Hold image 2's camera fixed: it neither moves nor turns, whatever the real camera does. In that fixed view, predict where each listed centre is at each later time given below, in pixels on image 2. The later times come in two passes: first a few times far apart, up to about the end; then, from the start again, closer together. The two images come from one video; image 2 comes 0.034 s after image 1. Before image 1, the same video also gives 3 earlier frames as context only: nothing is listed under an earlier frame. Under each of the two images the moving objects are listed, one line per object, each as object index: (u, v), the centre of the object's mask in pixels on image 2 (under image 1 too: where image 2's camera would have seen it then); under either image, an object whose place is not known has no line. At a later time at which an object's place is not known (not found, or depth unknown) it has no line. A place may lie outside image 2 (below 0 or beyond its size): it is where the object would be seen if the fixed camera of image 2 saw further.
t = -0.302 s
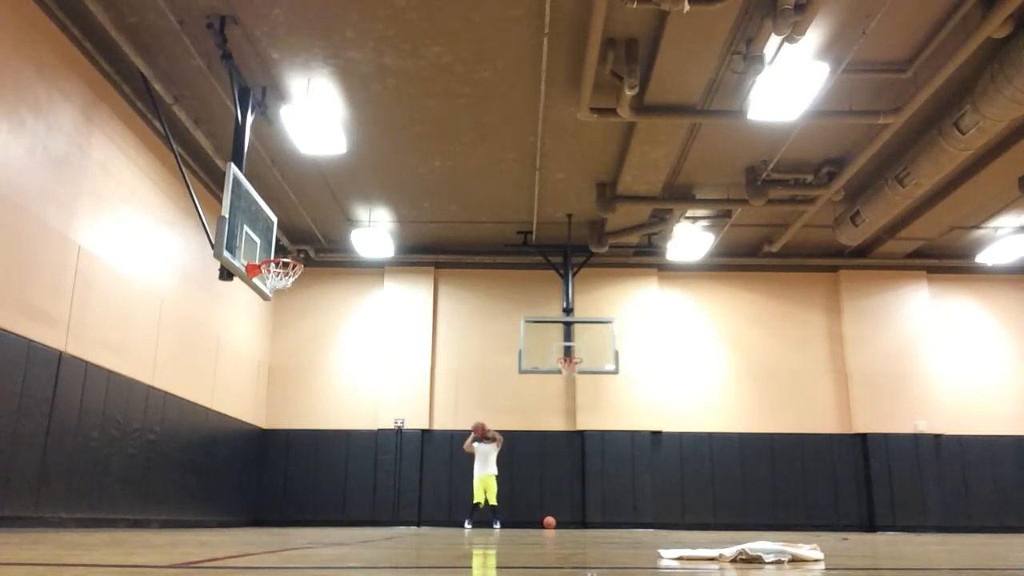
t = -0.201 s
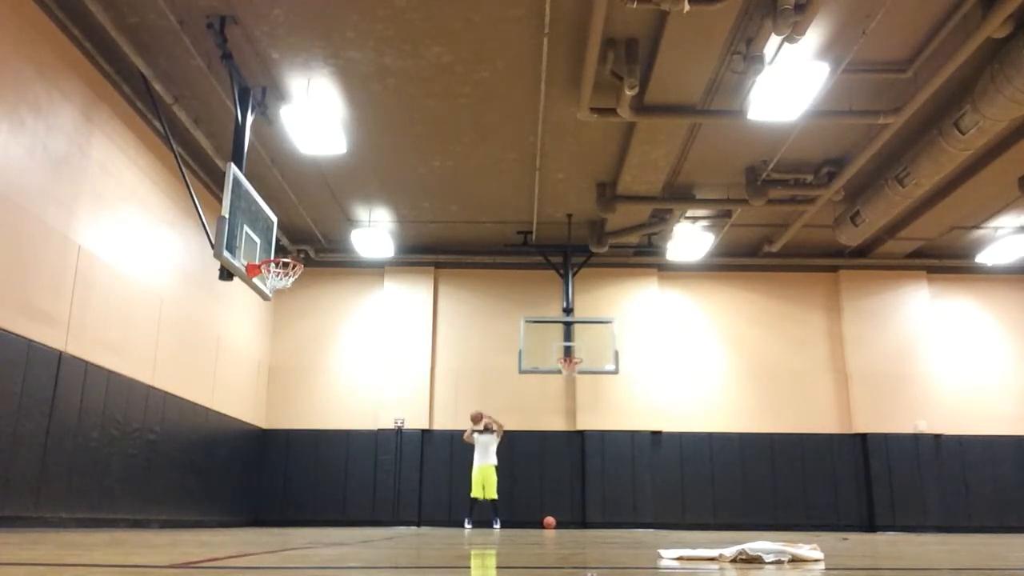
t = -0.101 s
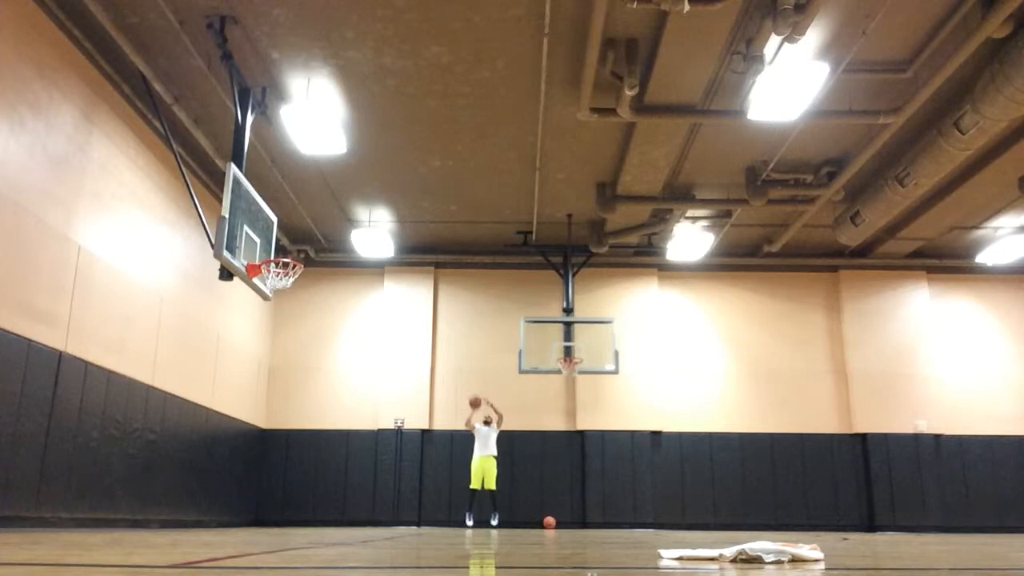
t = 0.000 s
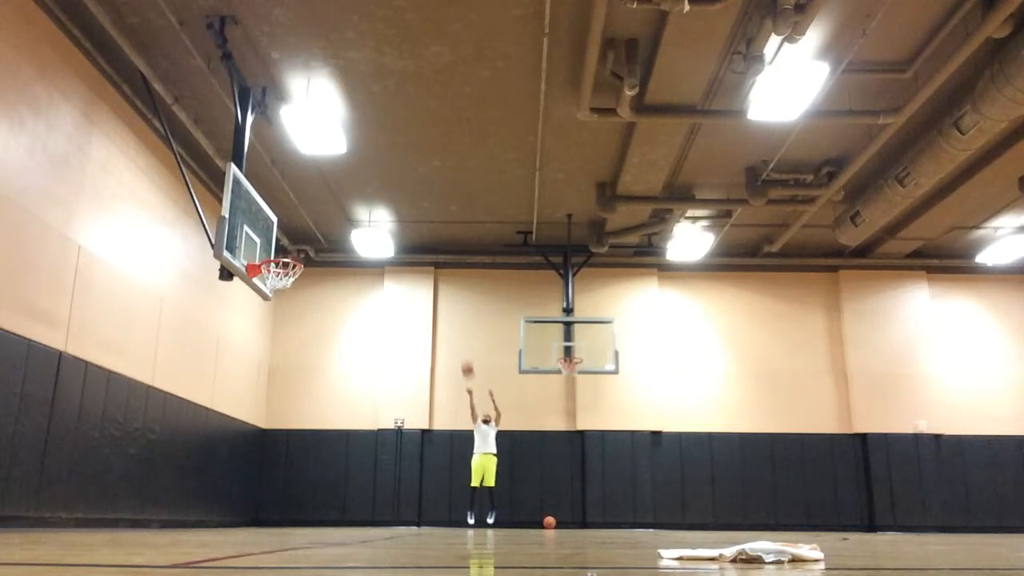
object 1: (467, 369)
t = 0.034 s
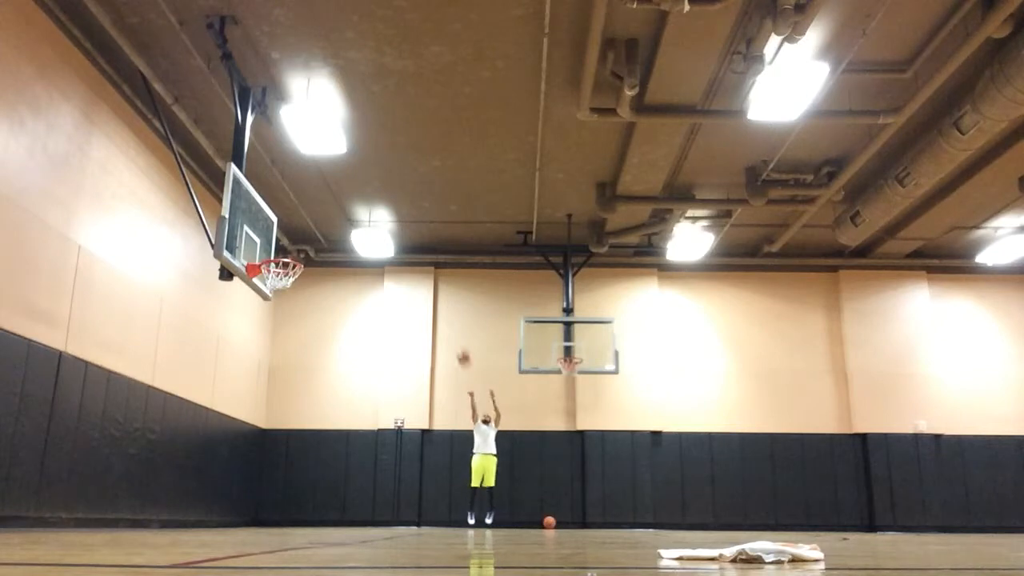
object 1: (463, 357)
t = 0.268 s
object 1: (432, 288)
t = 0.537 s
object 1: (391, 235)
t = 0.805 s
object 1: (343, 218)
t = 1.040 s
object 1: (289, 248)
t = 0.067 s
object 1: (459, 346)
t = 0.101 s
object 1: (455, 334)
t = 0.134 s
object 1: (450, 324)
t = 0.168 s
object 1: (446, 313)
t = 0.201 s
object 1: (442, 304)
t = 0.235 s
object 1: (438, 295)
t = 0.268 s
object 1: (432, 288)
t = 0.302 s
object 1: (428, 277)
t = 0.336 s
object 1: (421, 271)
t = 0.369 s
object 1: (416, 261)
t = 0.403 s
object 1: (413, 258)
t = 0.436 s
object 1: (409, 251)
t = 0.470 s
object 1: (404, 247)
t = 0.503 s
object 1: (400, 244)
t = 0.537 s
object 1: (391, 235)
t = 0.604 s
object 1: (384, 227)
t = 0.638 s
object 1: (379, 224)
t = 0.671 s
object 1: (372, 223)
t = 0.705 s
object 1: (364, 223)
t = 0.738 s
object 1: (356, 221)
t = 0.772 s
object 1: (350, 218)
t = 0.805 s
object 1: (343, 218)
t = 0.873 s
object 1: (328, 220)
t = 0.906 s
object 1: (321, 222)
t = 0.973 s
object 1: (306, 236)
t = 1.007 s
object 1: (297, 242)
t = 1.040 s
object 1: (289, 248)
